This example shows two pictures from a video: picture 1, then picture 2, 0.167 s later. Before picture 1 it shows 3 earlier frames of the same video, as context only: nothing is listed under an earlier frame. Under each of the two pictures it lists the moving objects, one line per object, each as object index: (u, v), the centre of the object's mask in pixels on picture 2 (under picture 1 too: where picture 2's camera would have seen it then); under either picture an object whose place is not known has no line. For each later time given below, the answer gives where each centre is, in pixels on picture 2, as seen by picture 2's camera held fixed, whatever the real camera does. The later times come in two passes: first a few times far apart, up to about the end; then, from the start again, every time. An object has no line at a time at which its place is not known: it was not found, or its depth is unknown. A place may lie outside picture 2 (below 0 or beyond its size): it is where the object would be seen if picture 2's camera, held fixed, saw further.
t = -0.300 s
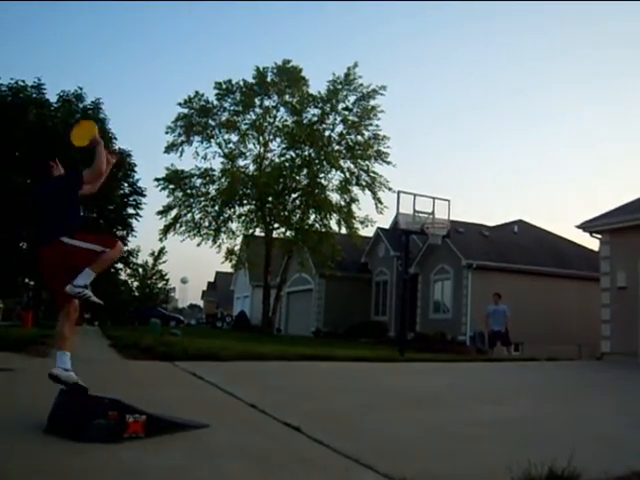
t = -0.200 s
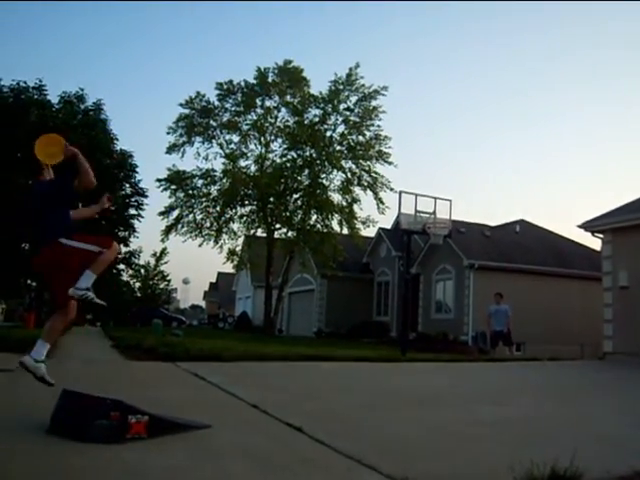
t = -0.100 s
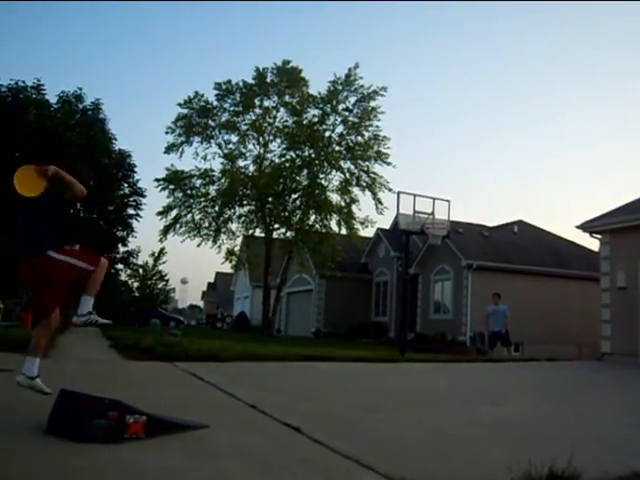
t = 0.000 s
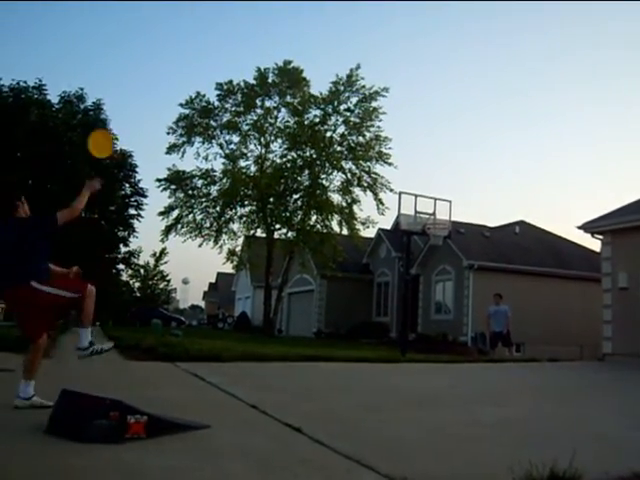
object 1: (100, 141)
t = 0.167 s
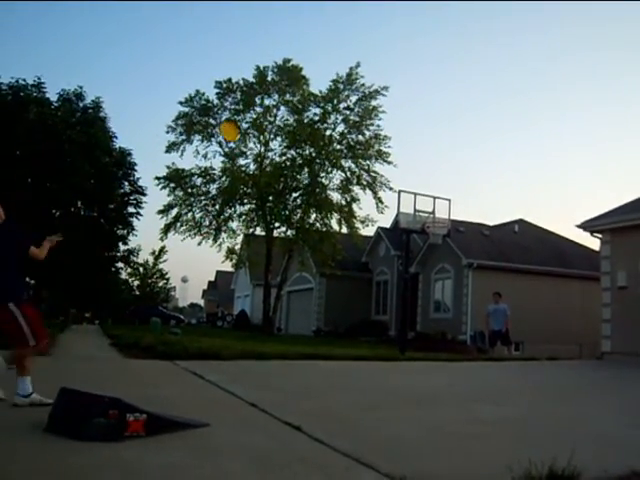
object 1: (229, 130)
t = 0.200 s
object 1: (248, 132)
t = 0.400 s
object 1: (331, 153)
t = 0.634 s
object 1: (399, 190)
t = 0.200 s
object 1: (248, 132)
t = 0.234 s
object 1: (263, 135)
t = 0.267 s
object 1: (279, 136)
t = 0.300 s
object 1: (293, 141)
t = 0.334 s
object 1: (306, 144)
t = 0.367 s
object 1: (320, 148)
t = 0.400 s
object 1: (331, 153)
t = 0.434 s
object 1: (341, 156)
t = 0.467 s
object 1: (353, 161)
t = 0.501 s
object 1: (364, 168)
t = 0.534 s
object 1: (373, 172)
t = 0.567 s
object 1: (382, 178)
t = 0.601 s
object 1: (391, 185)
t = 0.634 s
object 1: (399, 190)
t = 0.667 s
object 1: (407, 196)
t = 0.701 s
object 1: (416, 203)
